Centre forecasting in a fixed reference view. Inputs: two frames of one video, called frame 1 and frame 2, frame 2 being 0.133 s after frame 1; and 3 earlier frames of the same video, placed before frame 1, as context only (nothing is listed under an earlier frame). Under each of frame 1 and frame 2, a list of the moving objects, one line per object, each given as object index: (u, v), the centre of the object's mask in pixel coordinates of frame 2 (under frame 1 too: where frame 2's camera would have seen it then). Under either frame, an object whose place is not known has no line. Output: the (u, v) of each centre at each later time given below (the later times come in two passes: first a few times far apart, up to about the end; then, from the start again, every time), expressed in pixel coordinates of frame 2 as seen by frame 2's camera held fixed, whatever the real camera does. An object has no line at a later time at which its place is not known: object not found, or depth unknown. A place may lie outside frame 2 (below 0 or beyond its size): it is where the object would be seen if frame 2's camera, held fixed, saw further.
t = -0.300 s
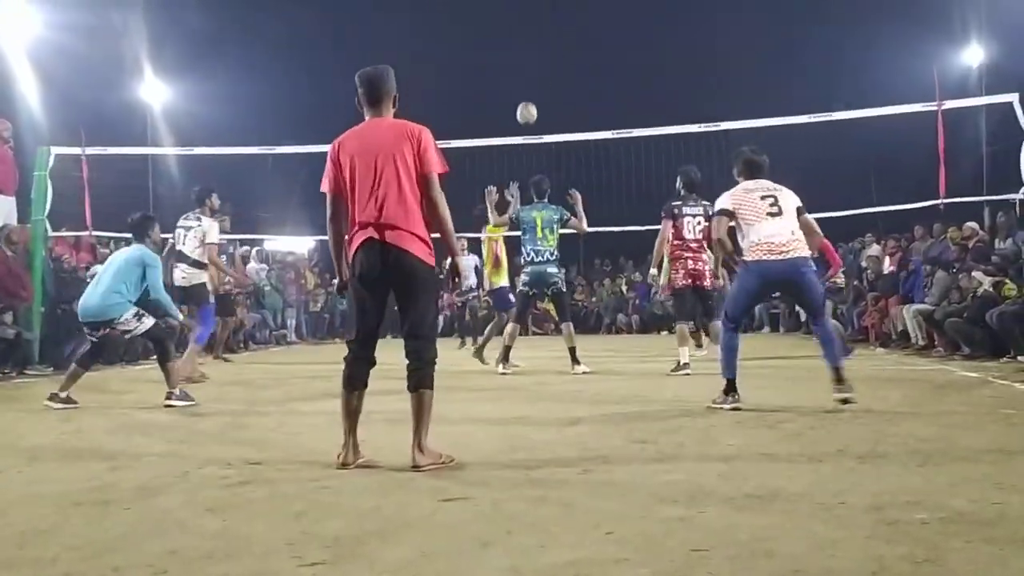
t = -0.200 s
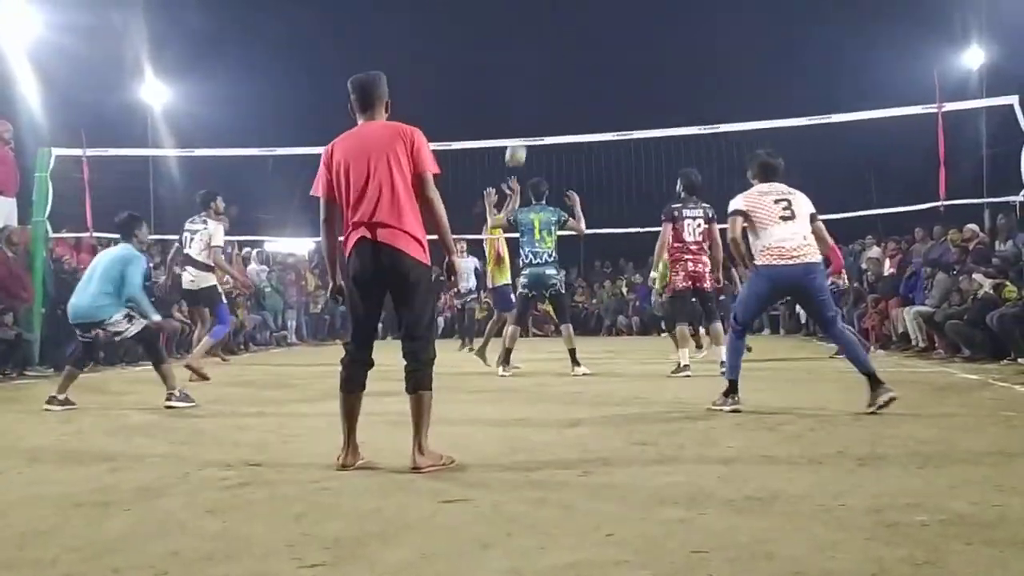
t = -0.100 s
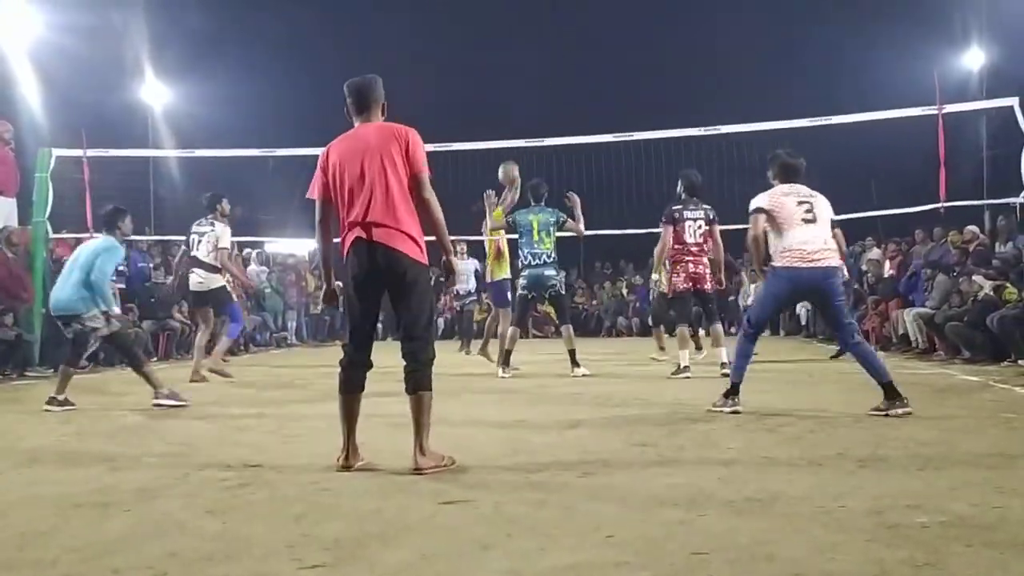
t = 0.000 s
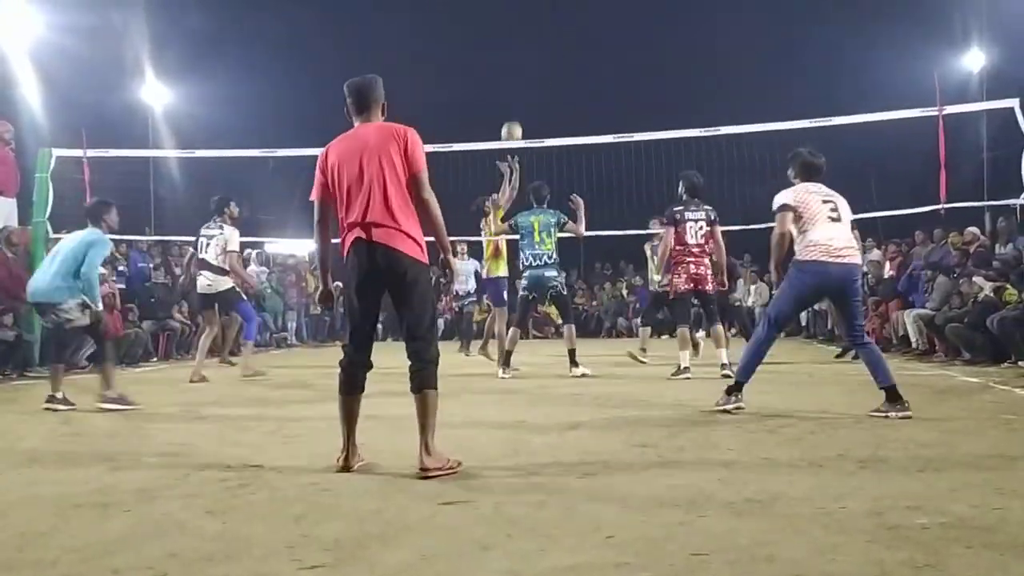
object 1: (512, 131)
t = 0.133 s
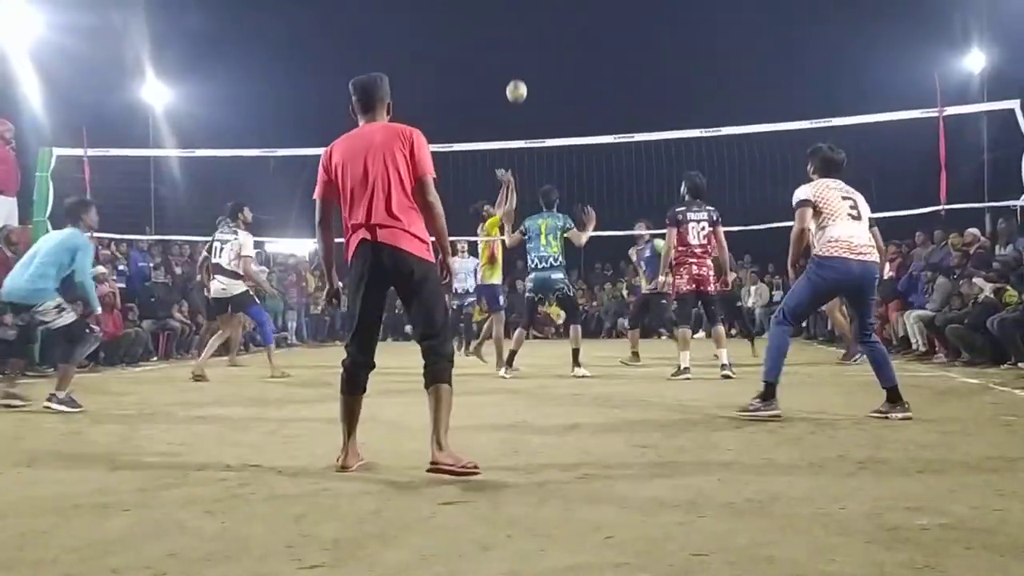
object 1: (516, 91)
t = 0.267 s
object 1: (521, 65)
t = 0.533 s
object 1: (531, 60)
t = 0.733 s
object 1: (538, 96)
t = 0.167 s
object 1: (518, 82)
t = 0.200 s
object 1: (519, 76)
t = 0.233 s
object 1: (520, 70)
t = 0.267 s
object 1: (521, 65)
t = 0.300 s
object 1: (522, 60)
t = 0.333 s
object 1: (523, 57)
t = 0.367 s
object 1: (525, 55)
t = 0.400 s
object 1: (526, 54)
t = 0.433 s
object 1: (527, 54)
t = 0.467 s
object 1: (529, 55)
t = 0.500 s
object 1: (530, 57)
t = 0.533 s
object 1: (531, 60)
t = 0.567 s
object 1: (532, 63)
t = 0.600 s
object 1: (534, 68)
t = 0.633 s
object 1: (535, 73)
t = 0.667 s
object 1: (536, 80)
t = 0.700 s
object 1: (537, 87)
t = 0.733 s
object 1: (538, 96)
